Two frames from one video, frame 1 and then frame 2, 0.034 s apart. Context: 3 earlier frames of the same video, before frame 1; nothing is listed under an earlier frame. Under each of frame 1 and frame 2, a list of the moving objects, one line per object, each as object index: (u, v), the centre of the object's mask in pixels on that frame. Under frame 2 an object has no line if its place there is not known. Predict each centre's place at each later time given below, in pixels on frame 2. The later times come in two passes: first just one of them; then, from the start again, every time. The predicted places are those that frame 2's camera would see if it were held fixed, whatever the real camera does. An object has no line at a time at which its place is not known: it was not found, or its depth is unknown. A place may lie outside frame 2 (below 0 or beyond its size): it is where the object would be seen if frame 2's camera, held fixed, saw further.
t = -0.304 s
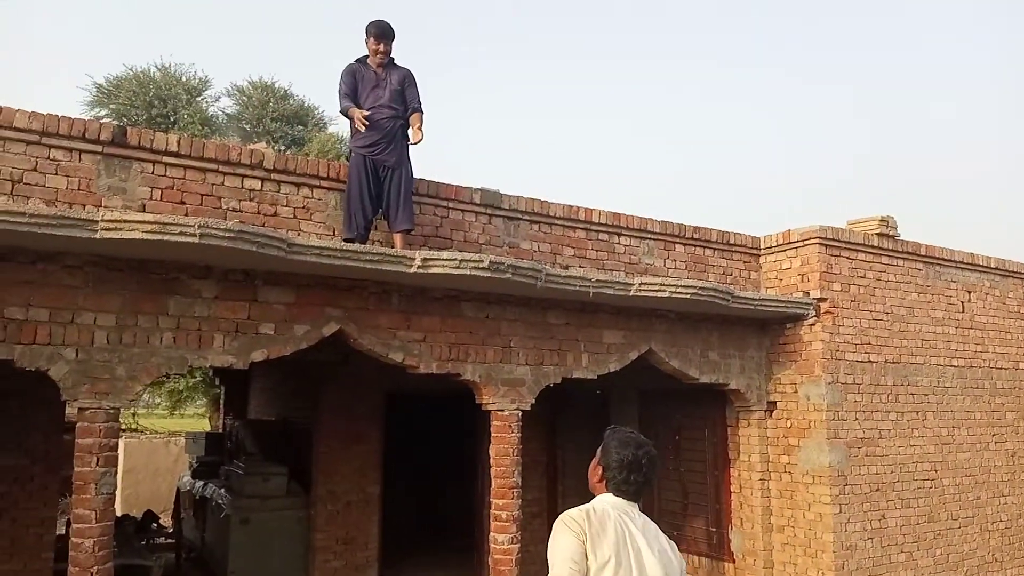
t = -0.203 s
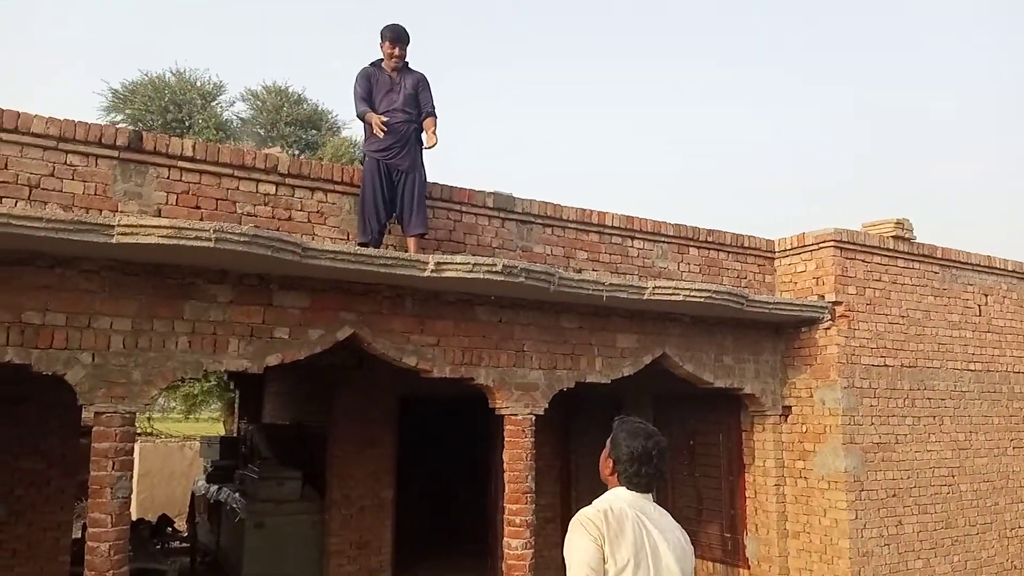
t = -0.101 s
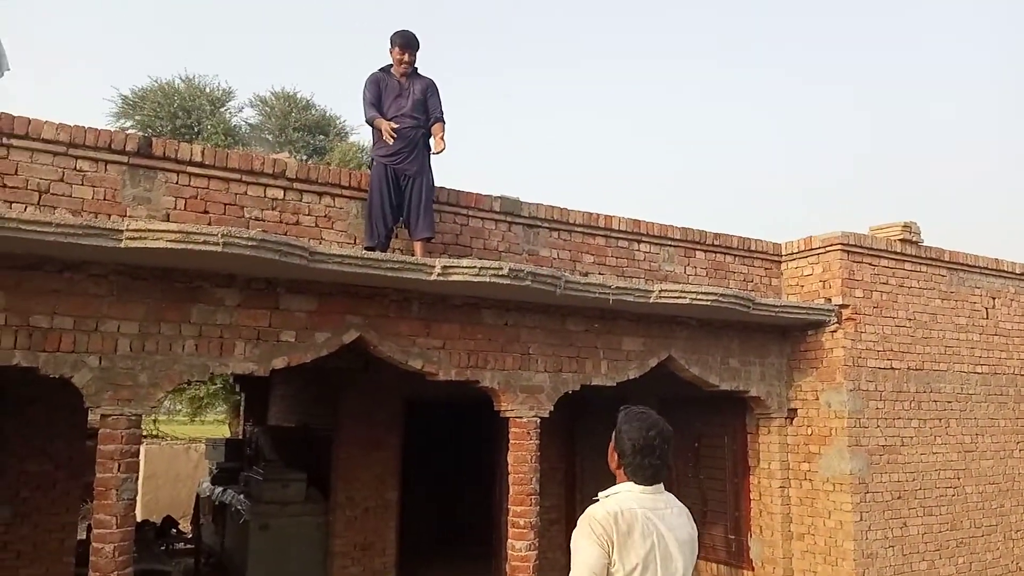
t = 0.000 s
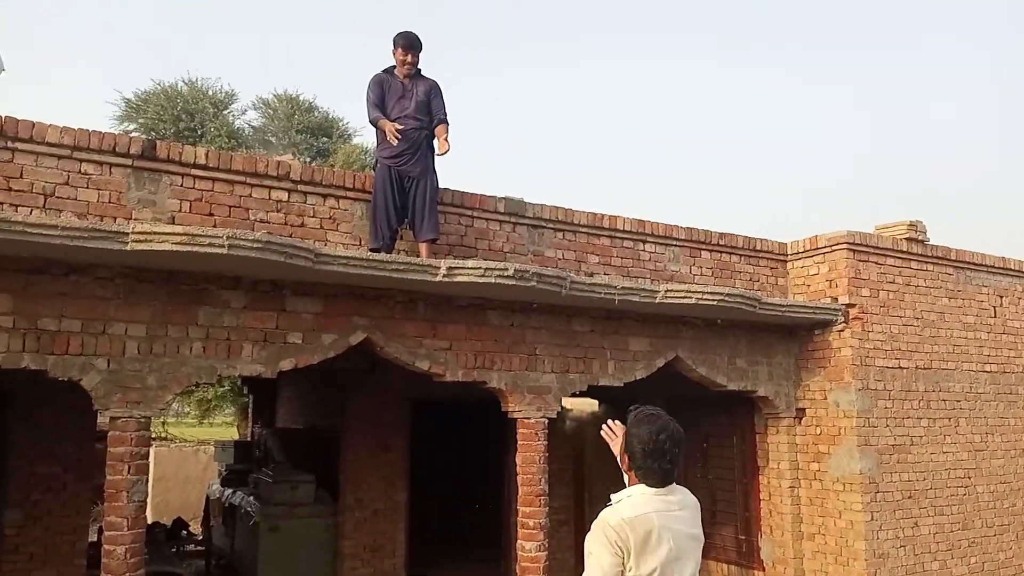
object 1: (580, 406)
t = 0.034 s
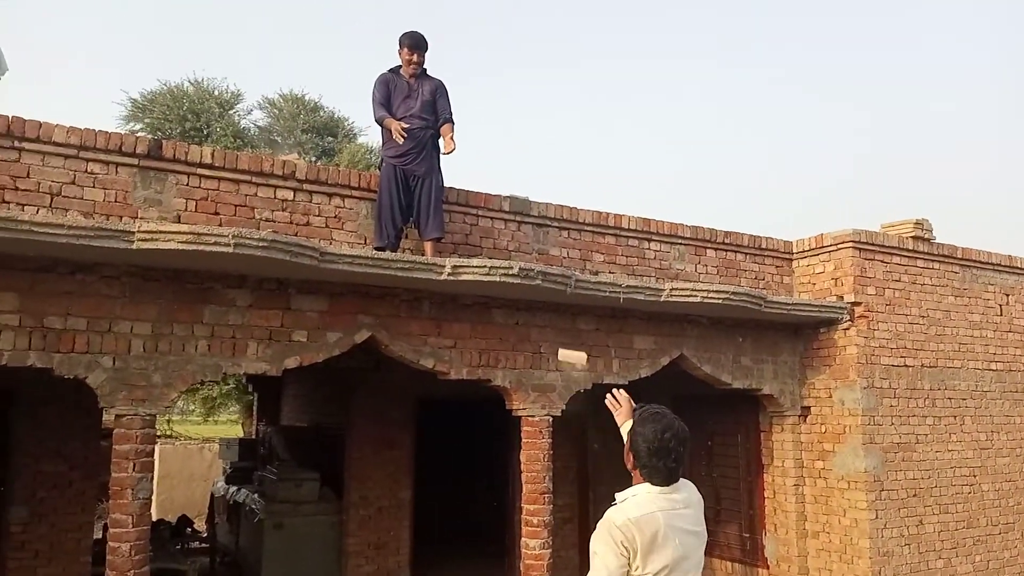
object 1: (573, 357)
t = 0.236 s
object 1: (510, 169)
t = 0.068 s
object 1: (560, 317)
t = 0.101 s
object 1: (550, 280)
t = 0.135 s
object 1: (538, 246)
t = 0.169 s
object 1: (528, 217)
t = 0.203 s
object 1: (520, 192)
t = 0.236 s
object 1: (510, 169)
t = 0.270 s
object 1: (501, 148)
